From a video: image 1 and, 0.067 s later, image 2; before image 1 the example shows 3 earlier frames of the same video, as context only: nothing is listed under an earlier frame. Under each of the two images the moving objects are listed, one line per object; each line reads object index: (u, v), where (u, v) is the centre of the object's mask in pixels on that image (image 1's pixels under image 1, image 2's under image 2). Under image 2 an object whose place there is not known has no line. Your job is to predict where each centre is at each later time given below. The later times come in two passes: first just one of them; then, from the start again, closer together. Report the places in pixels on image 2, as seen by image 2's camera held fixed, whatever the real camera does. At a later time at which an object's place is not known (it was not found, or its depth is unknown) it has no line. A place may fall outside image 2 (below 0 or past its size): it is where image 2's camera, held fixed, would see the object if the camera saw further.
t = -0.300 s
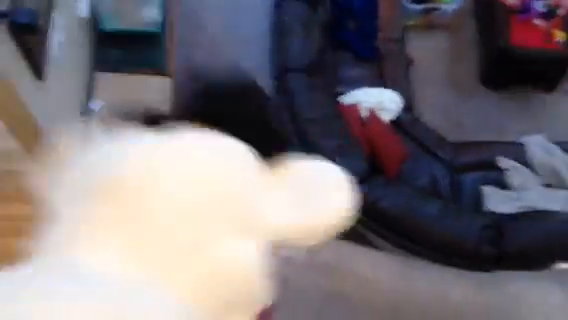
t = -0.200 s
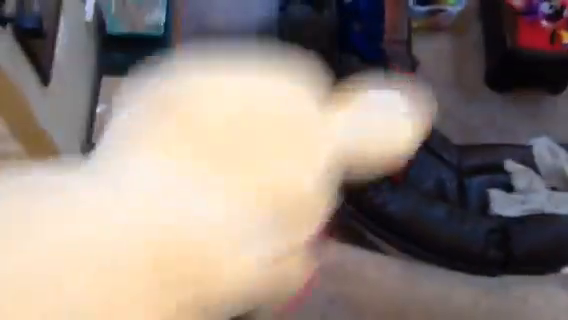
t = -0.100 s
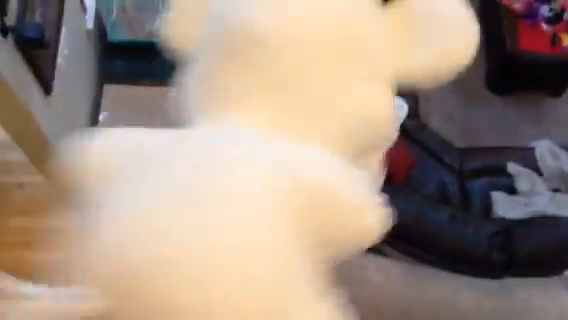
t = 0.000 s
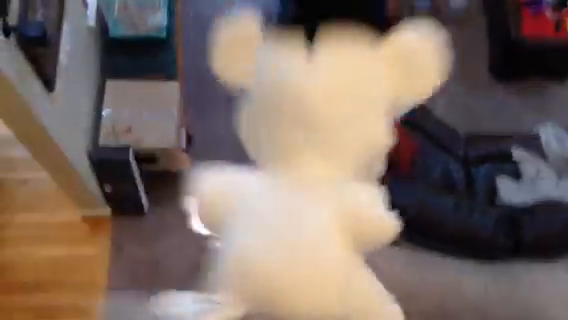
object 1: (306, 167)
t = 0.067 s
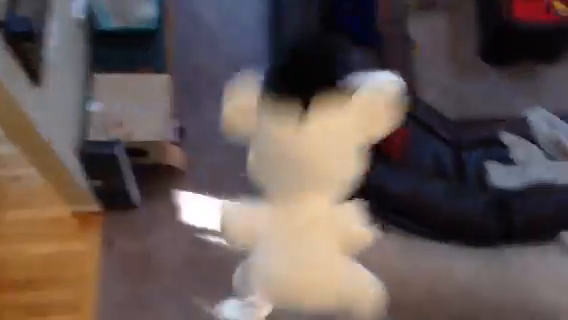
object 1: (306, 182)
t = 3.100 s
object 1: (325, 345)
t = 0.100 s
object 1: (305, 199)
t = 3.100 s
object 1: (325, 345)
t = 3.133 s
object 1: (325, 345)
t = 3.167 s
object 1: (324, 347)
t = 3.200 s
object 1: (326, 345)
